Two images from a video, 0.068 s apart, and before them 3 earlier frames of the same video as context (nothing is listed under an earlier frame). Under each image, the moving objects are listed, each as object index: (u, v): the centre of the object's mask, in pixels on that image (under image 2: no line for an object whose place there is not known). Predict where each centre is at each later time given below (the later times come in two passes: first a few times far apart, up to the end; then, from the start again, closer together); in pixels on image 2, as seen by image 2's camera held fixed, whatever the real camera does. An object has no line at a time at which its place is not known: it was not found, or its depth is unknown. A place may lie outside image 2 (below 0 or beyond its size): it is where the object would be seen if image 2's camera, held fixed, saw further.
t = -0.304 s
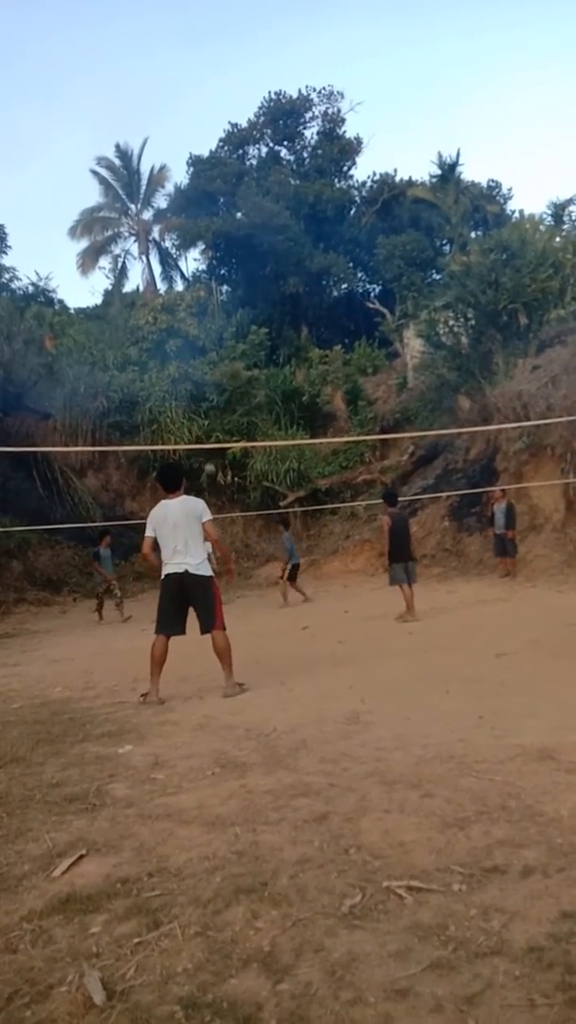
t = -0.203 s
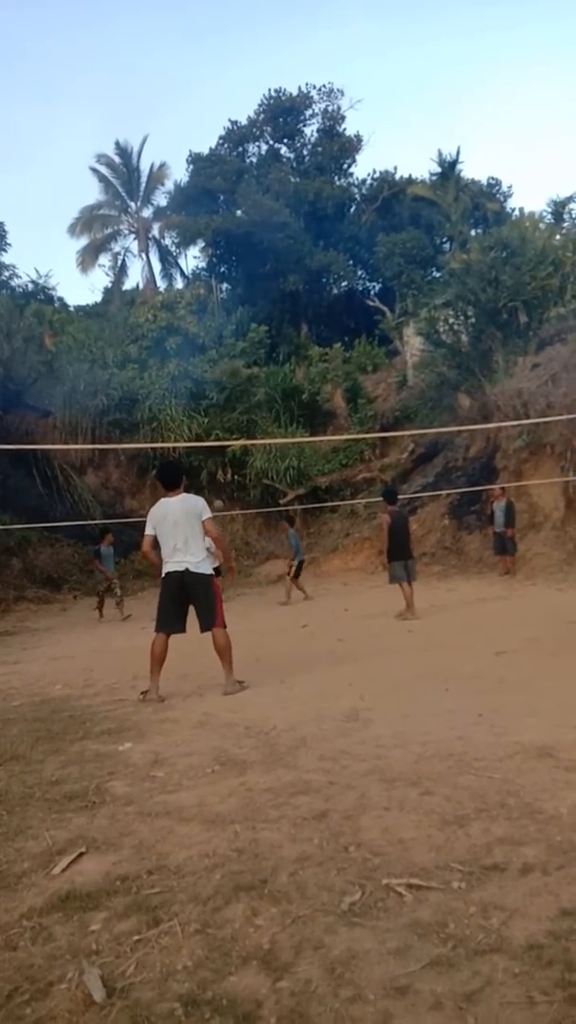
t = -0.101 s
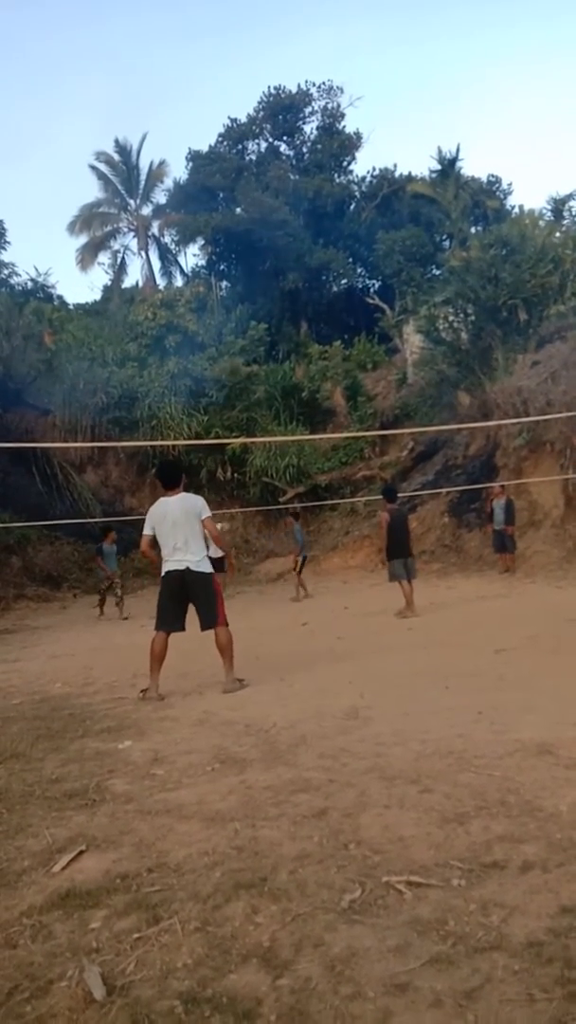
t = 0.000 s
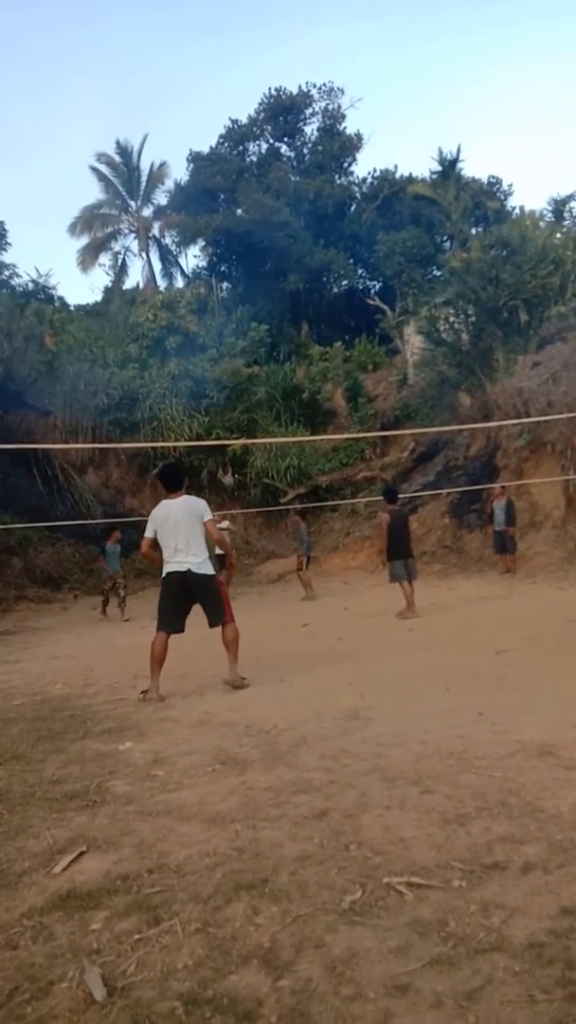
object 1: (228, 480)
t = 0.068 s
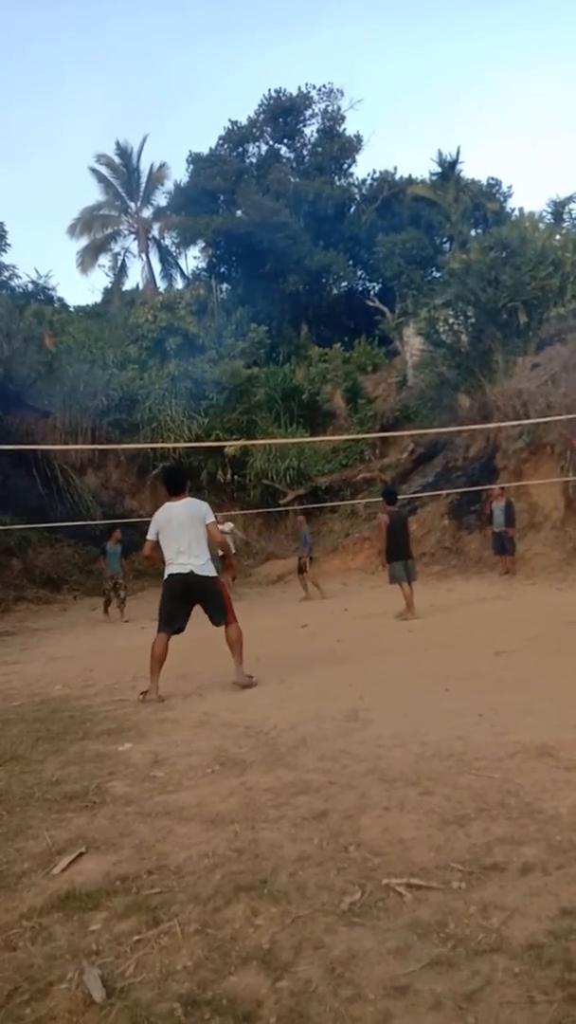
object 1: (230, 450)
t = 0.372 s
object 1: (243, 328)
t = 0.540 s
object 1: (256, 275)
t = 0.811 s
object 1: (289, 211)
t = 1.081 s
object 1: (344, 200)
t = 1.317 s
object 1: (424, 257)
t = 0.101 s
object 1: (231, 435)
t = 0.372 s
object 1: (243, 328)
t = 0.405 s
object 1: (245, 316)
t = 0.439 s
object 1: (248, 305)
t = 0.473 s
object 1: (250, 295)
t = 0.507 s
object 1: (253, 284)
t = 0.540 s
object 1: (256, 275)
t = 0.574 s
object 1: (260, 265)
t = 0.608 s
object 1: (263, 256)
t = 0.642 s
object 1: (267, 247)
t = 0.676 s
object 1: (271, 238)
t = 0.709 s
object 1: (275, 230)
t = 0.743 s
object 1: (280, 223)
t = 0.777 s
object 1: (284, 217)
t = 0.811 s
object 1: (289, 211)
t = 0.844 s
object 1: (296, 207)
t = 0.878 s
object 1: (301, 203)
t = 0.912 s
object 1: (307, 201)
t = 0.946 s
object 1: (313, 200)
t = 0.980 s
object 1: (320, 198)
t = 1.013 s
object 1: (328, 198)
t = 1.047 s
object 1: (336, 199)
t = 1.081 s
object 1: (344, 200)
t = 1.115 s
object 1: (354, 203)
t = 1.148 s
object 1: (362, 208)
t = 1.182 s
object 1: (373, 214)
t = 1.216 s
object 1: (385, 222)
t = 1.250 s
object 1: (396, 233)
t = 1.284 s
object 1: (410, 243)
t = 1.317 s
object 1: (424, 257)
